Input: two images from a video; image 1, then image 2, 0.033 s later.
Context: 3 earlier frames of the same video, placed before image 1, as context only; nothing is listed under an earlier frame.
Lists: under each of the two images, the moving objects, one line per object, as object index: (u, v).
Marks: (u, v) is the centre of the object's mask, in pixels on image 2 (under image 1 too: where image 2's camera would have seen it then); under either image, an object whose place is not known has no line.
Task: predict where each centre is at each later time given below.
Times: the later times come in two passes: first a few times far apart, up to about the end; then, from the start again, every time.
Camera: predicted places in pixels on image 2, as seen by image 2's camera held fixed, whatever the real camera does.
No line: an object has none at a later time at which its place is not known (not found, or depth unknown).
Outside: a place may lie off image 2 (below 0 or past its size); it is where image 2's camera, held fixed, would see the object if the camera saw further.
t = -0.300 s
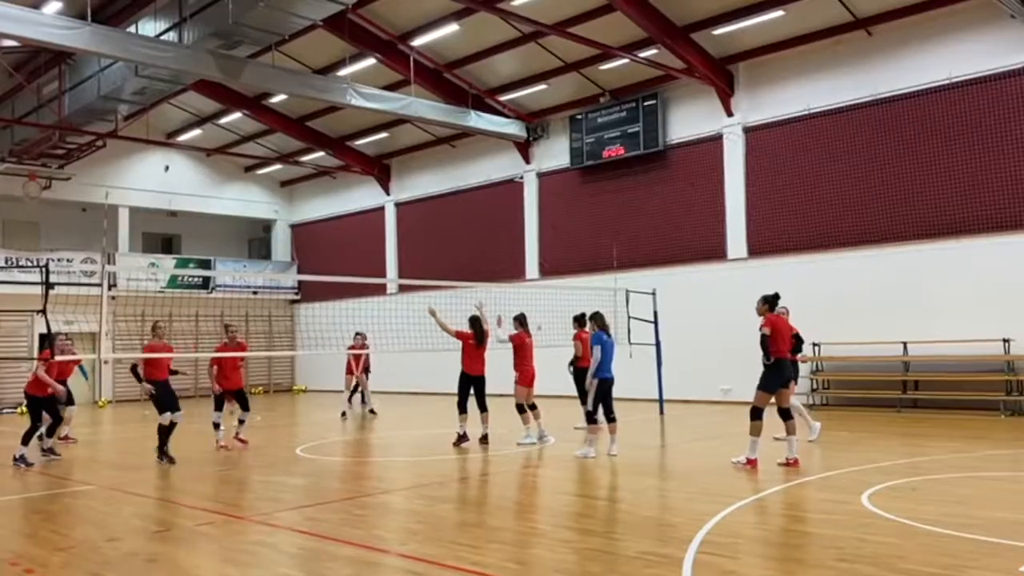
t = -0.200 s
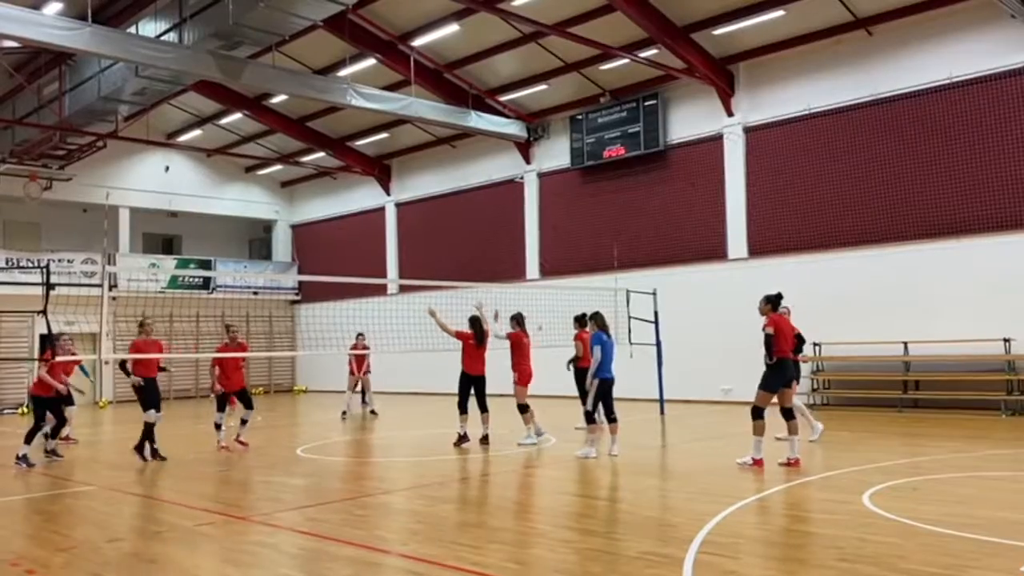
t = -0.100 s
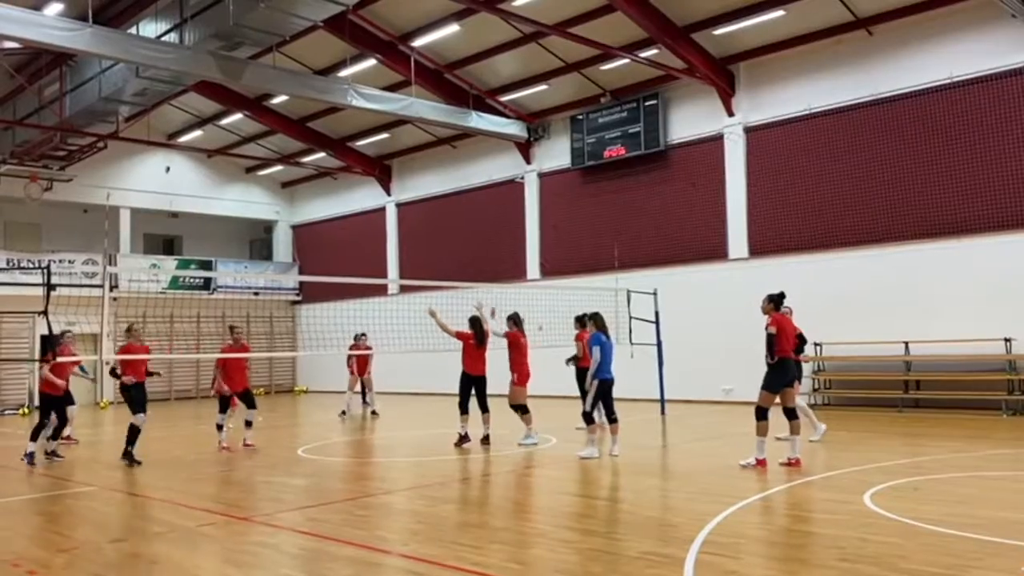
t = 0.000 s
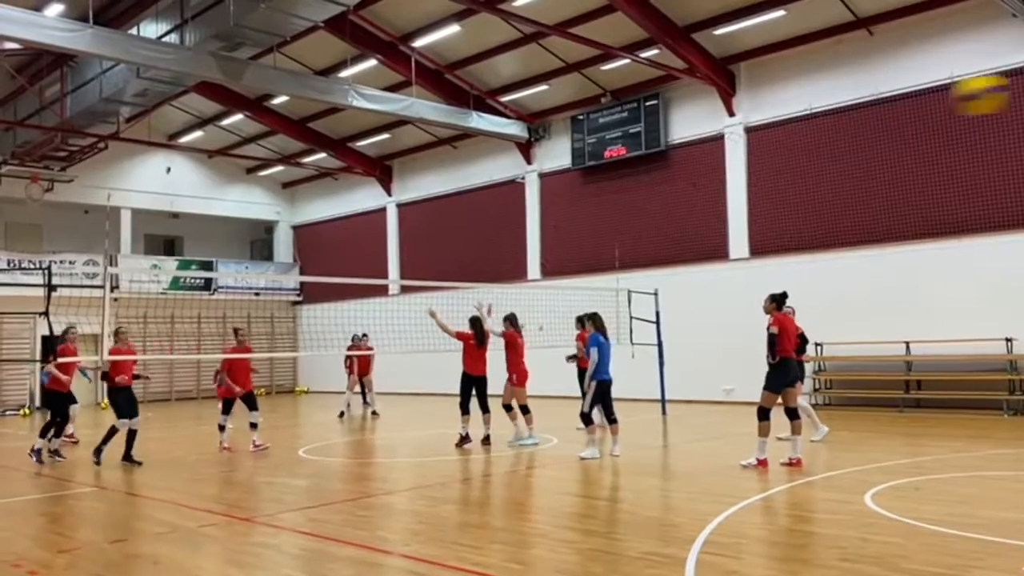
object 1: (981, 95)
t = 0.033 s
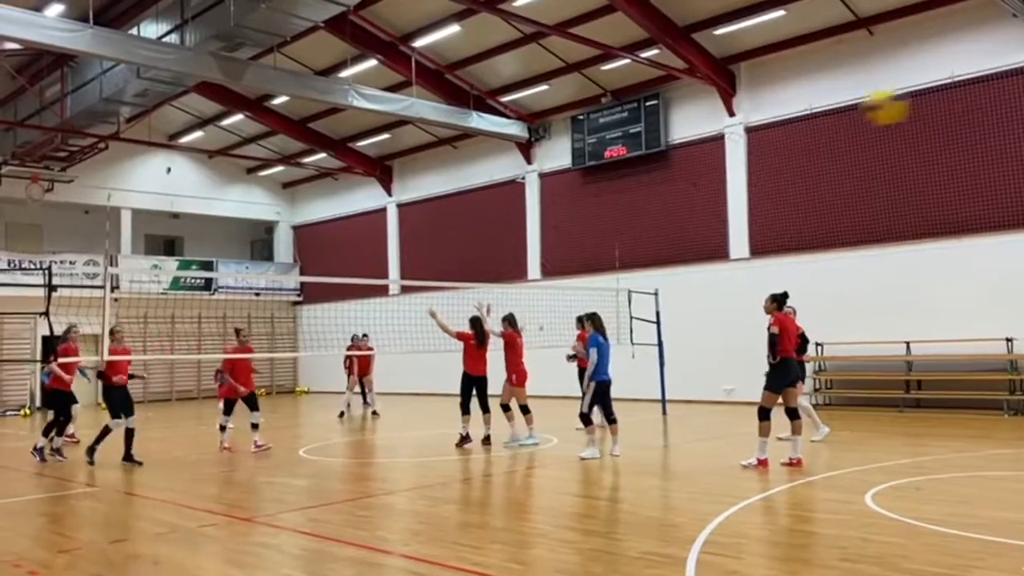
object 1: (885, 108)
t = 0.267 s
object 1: (530, 185)
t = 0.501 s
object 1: (389, 257)
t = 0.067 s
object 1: (810, 120)
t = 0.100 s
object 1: (742, 130)
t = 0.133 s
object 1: (686, 142)
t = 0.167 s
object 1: (639, 153)
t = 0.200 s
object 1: (598, 165)
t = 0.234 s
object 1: (563, 176)
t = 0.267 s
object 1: (530, 185)
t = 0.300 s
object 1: (503, 196)
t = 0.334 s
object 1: (479, 206)
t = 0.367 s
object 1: (457, 217)
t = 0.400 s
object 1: (439, 225)
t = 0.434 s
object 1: (420, 235)
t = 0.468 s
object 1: (404, 245)
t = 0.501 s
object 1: (389, 257)
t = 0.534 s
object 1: (375, 266)
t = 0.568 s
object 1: (363, 273)
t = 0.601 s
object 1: (352, 289)
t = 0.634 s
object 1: (342, 296)
